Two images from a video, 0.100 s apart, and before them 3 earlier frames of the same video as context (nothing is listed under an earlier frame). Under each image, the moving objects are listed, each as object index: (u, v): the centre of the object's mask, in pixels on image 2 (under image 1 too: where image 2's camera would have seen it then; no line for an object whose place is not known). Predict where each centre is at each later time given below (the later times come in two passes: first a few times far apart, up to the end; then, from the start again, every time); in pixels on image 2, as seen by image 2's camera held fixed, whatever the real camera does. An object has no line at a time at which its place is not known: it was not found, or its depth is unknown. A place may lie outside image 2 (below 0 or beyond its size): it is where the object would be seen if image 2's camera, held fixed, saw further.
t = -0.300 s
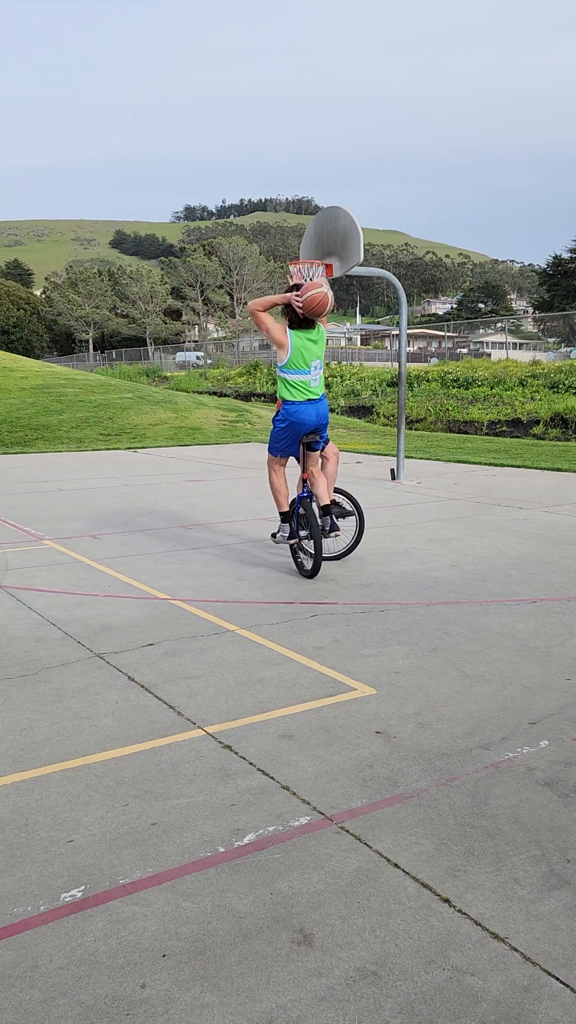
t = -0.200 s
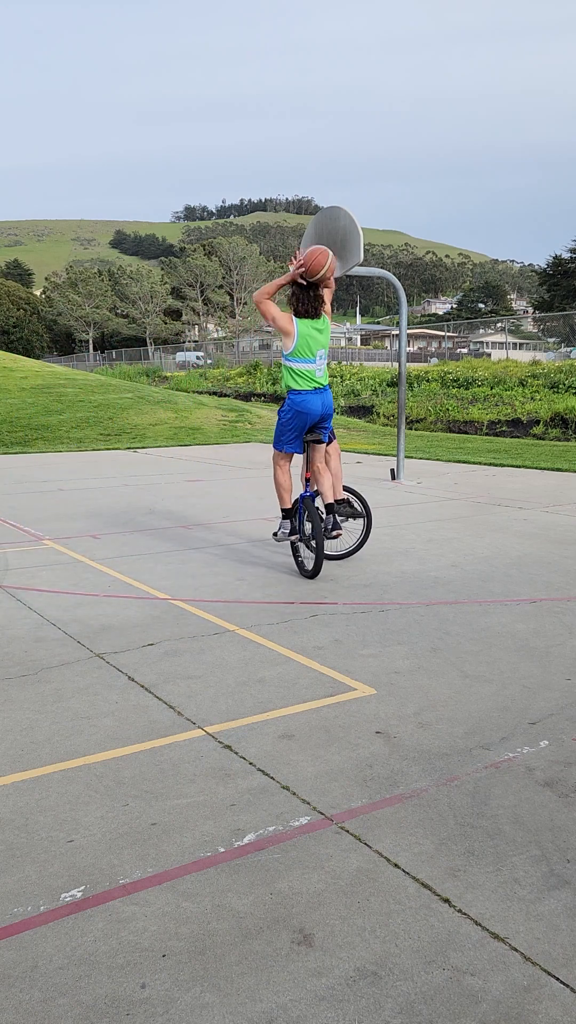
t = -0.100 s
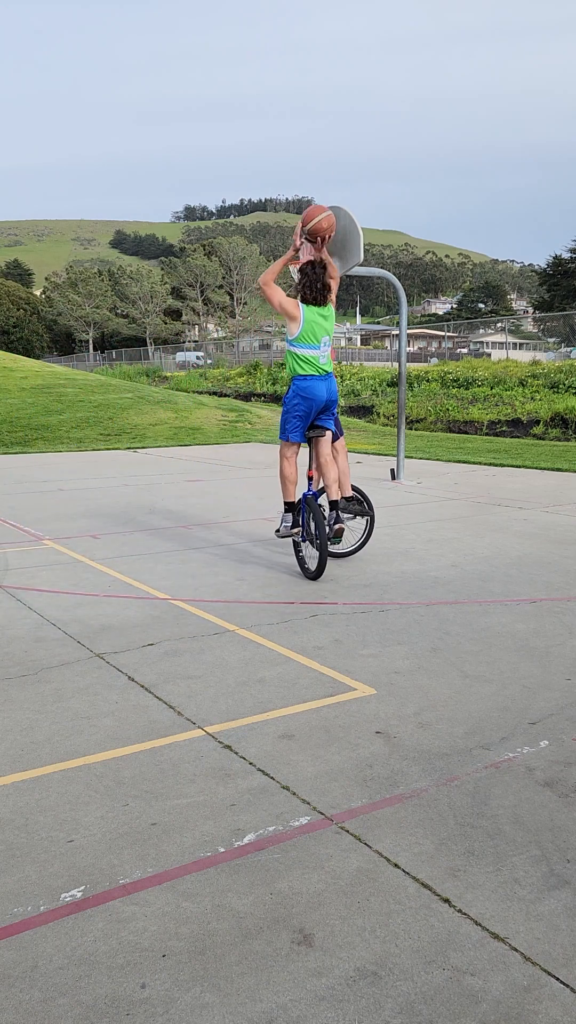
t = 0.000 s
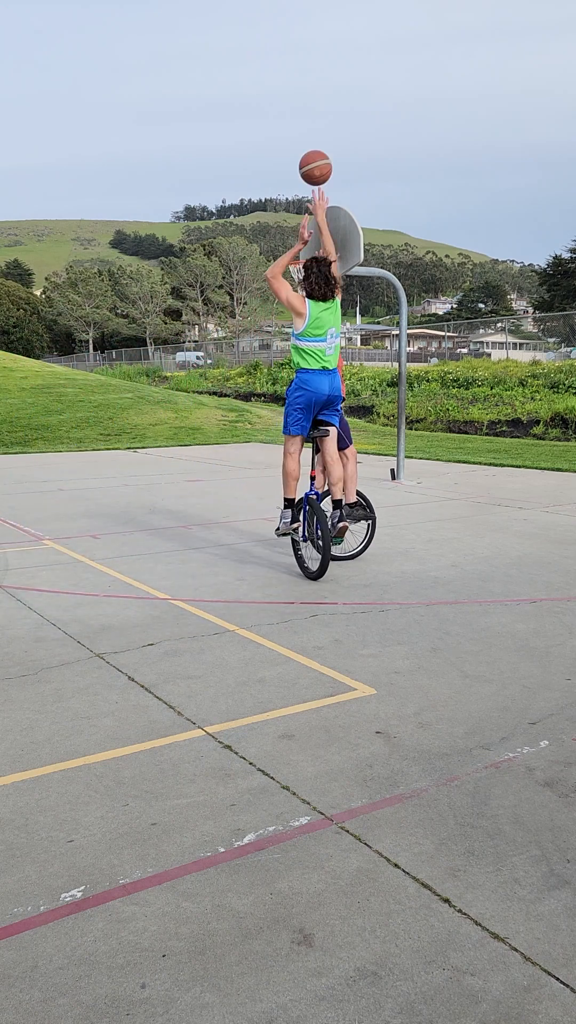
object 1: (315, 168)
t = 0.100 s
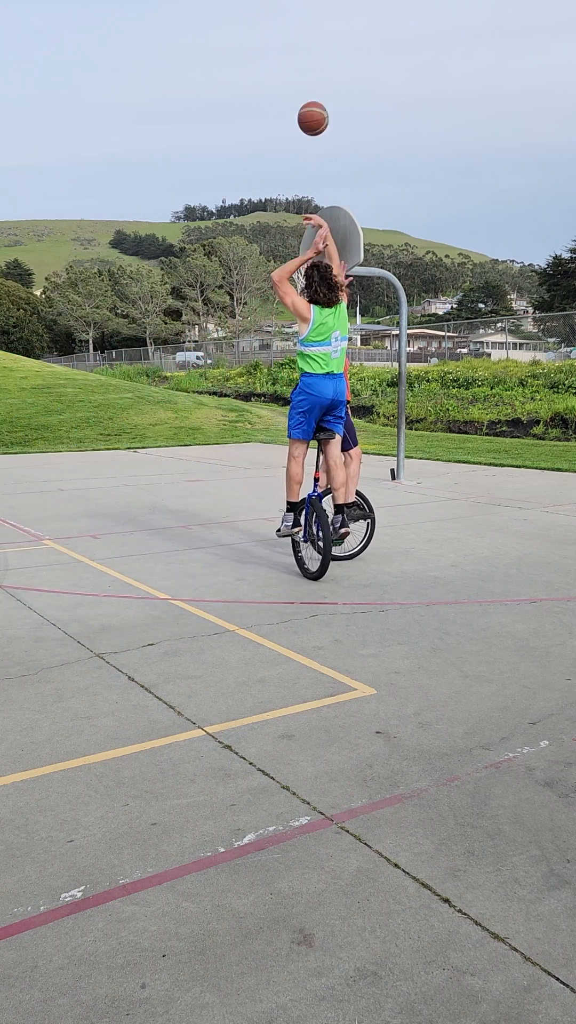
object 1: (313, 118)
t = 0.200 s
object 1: (311, 88)
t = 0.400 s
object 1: (309, 72)
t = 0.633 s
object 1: (307, 108)
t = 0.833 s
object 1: (307, 170)
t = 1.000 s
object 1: (307, 235)
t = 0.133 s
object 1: (312, 106)
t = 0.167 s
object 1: (312, 96)
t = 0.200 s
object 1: (311, 88)
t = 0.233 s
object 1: (311, 82)
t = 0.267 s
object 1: (310, 77)
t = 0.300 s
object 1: (310, 74)
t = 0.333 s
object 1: (309, 72)
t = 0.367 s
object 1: (309, 72)
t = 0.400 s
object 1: (309, 72)
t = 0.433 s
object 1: (309, 74)
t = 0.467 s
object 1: (308, 78)
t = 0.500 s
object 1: (308, 82)
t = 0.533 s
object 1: (308, 87)
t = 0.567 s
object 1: (308, 93)
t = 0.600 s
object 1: (308, 100)
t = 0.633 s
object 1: (307, 108)
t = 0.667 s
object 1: (307, 117)
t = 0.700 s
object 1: (307, 126)
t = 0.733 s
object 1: (307, 136)
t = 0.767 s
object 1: (307, 147)
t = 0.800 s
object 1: (307, 158)
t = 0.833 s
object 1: (307, 170)
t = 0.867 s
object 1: (307, 182)
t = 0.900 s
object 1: (307, 194)
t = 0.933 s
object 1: (307, 207)
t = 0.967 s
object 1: (307, 221)
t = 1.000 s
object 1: (307, 235)
